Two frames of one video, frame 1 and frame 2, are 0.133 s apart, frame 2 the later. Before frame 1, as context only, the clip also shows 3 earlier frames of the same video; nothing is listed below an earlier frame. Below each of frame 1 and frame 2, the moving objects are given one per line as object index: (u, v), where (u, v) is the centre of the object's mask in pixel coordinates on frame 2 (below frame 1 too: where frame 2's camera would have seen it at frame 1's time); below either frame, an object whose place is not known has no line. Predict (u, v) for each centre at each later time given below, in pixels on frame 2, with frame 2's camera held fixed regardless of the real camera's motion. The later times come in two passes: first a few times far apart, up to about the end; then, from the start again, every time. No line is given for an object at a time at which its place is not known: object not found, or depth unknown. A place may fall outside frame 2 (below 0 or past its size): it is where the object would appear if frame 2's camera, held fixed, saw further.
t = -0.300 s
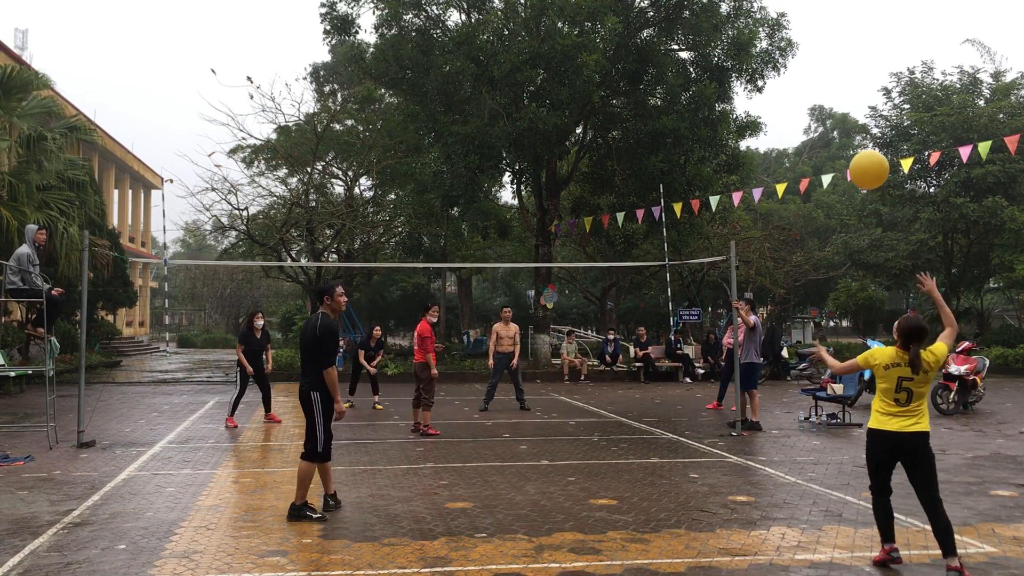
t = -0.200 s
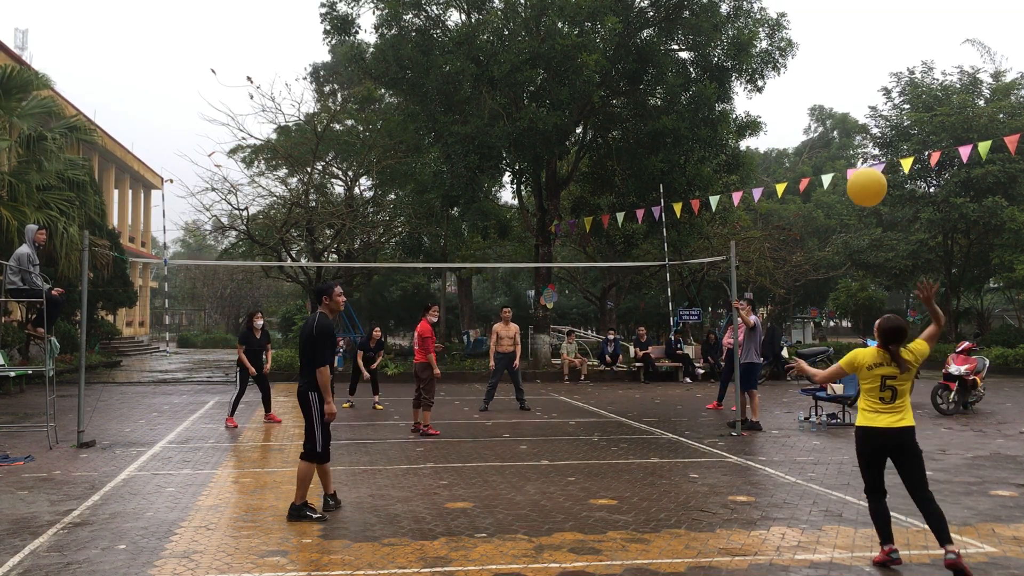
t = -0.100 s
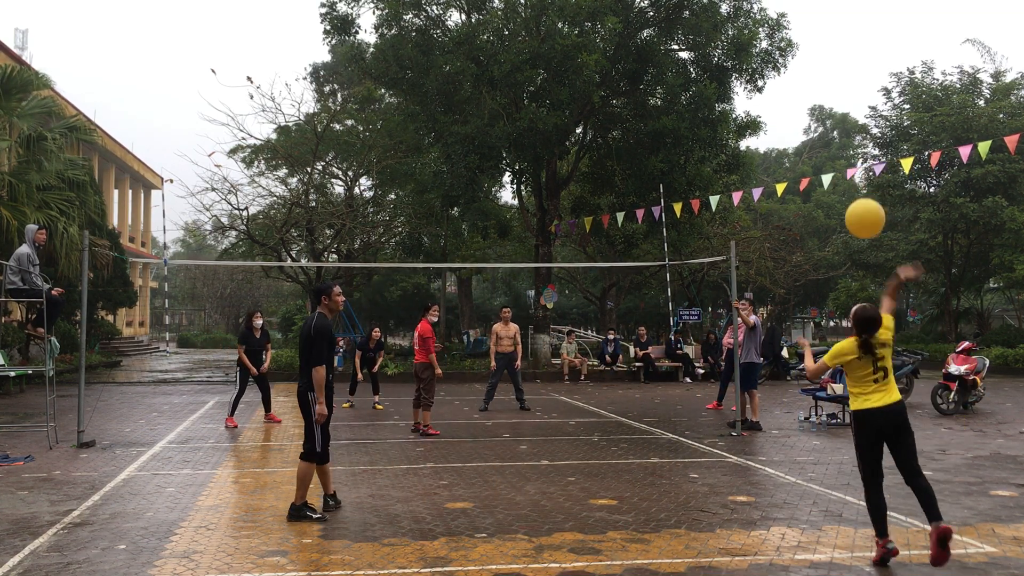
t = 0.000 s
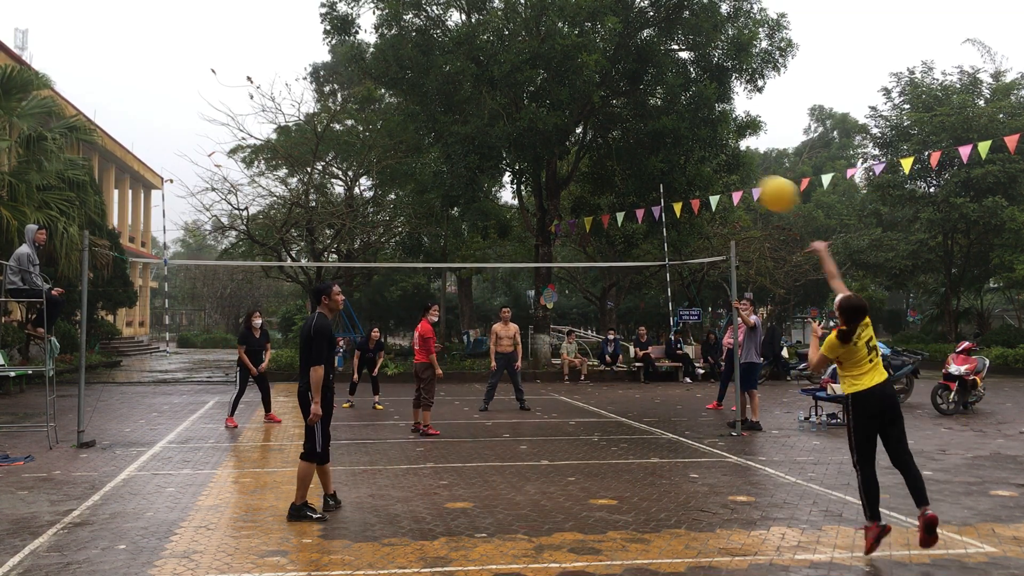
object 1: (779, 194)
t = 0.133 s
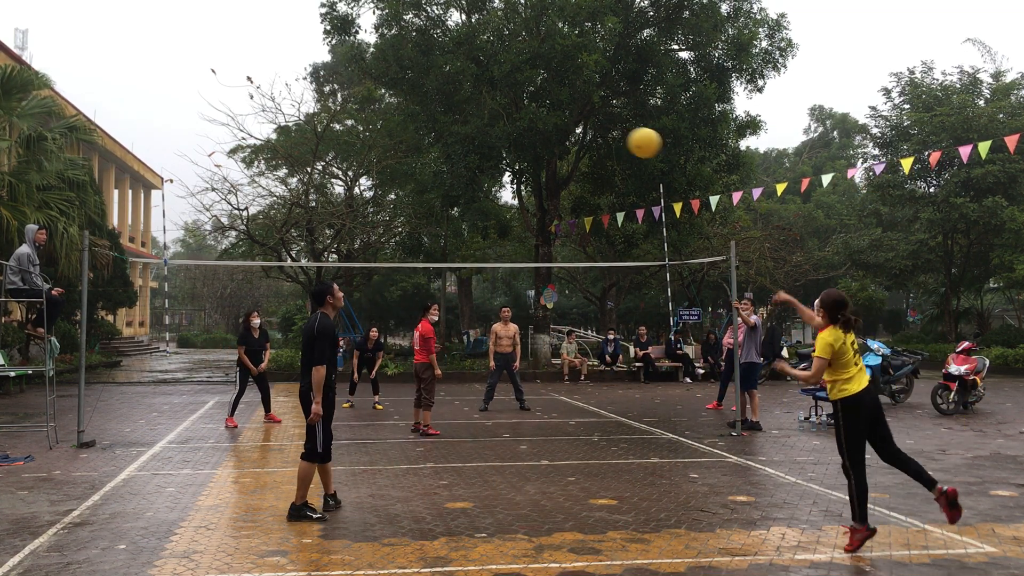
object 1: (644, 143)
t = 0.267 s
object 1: (554, 122)
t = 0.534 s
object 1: (442, 136)
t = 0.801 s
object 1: (379, 186)
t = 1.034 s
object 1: (343, 247)
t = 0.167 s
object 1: (619, 135)
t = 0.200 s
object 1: (596, 129)
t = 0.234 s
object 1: (574, 124)
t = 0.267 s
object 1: (554, 122)
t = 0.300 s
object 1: (535, 120)
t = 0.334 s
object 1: (518, 120)
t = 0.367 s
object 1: (503, 120)
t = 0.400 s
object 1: (489, 122)
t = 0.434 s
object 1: (476, 124)
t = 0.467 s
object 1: (464, 128)
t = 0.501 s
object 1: (452, 131)
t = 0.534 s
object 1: (442, 136)
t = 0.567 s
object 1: (432, 141)
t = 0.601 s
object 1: (422, 146)
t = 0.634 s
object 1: (414, 152)
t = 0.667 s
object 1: (406, 157)
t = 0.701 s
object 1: (398, 164)
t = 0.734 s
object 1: (391, 171)
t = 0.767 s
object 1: (385, 178)
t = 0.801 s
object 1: (379, 186)
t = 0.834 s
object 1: (373, 193)
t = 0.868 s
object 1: (367, 201)
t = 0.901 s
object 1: (362, 210)
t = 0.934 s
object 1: (357, 219)
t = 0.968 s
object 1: (352, 228)
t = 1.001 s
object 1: (348, 238)
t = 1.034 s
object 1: (343, 247)
